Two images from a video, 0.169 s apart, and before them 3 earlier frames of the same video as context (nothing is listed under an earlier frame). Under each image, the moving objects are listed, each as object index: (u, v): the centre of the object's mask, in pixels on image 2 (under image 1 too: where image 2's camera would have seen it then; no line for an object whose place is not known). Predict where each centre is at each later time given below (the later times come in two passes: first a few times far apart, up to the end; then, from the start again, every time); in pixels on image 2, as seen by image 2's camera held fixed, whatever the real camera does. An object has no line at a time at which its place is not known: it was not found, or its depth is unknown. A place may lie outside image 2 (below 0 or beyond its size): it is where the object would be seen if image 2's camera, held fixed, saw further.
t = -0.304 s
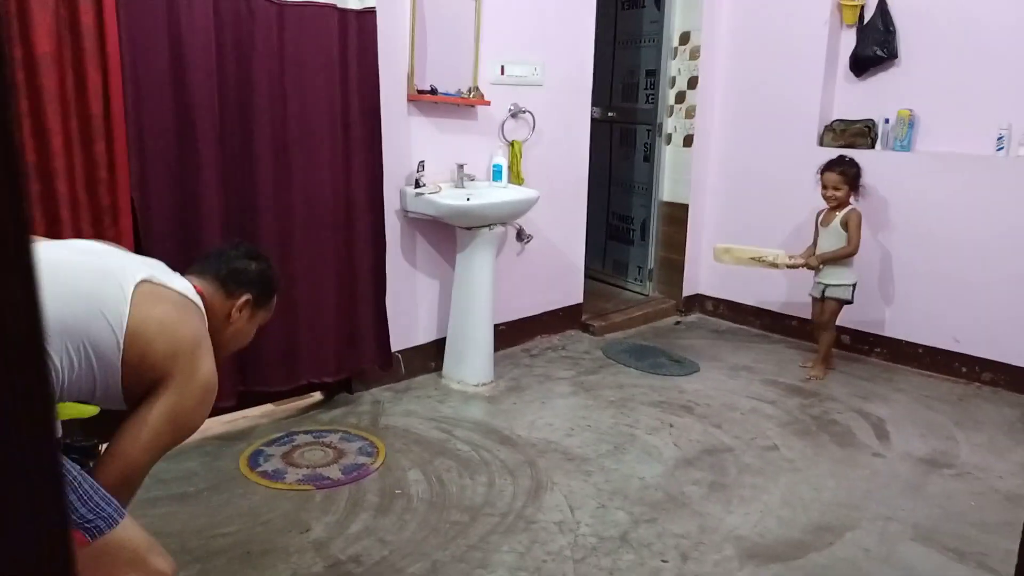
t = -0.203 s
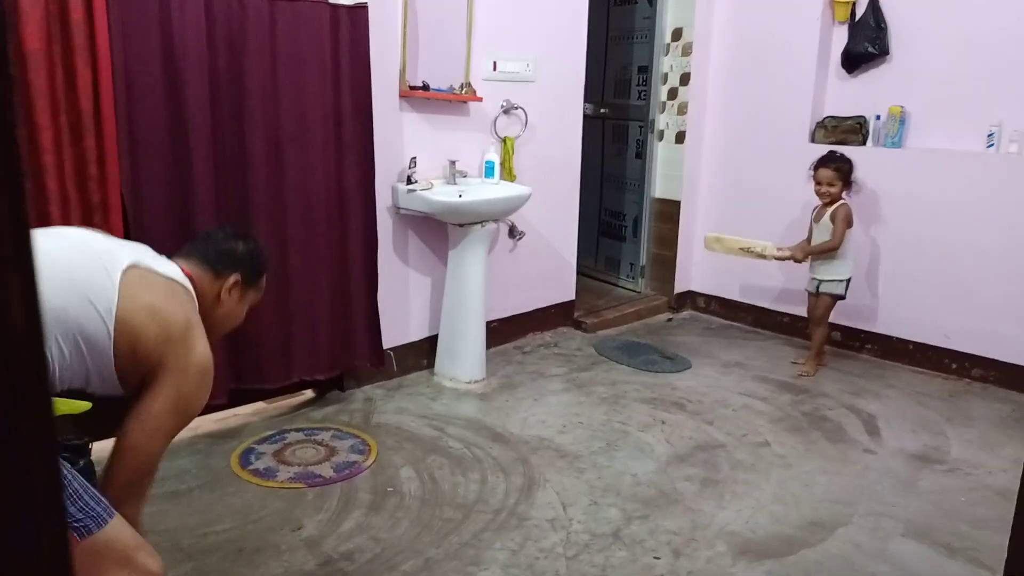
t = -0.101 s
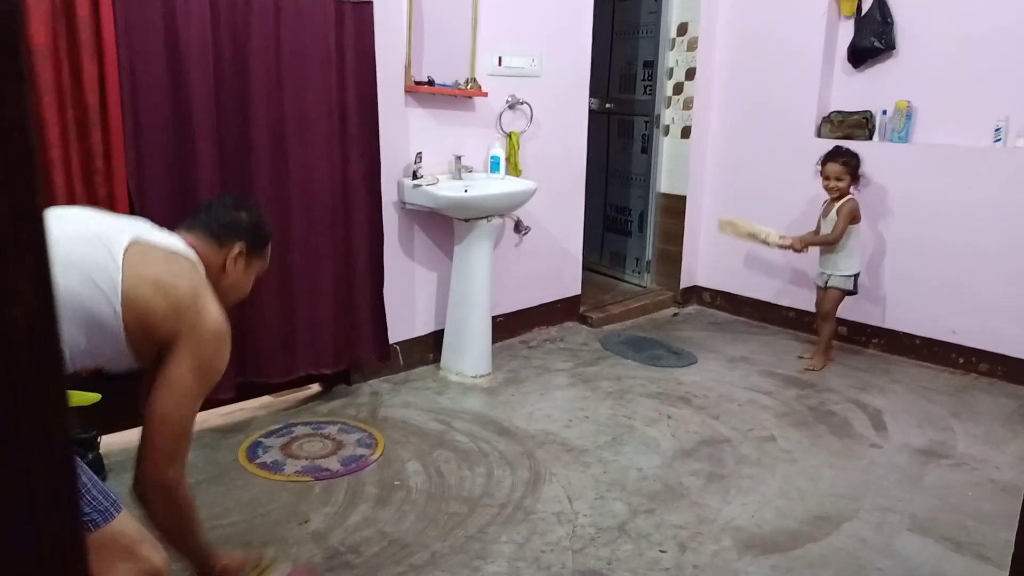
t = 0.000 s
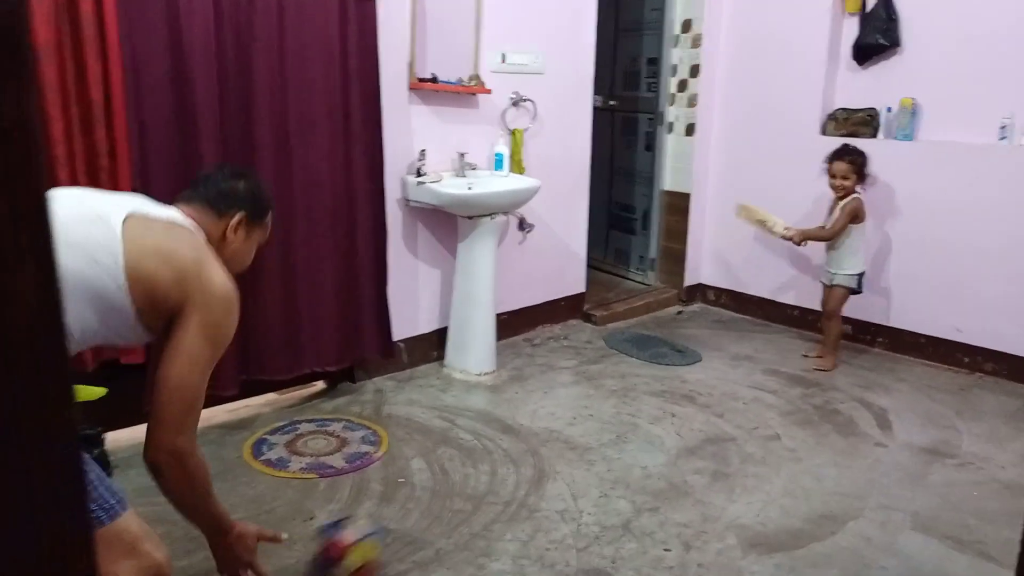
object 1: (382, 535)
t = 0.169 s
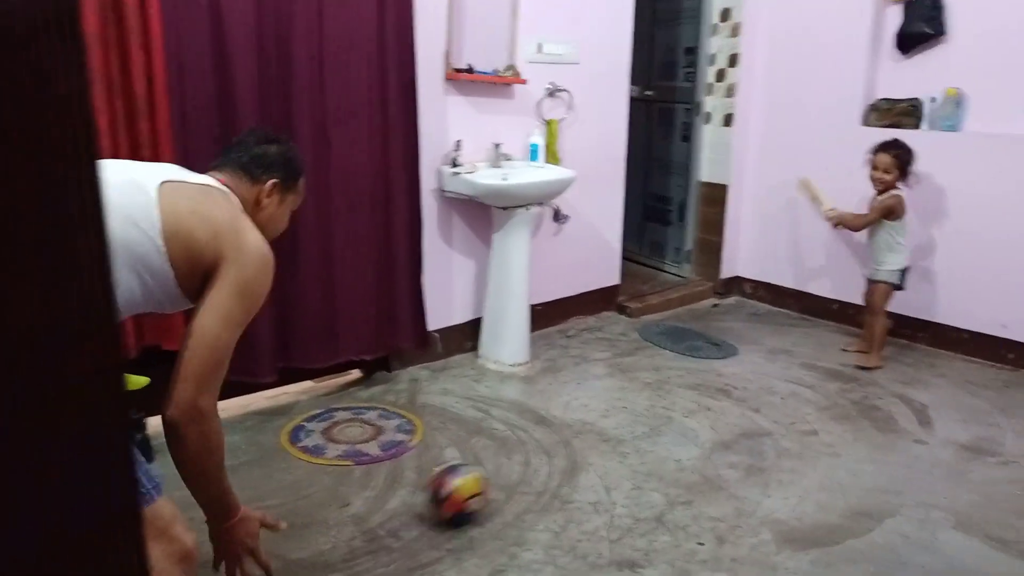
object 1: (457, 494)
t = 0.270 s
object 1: (492, 468)
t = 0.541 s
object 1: (561, 421)
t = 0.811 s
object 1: (612, 385)
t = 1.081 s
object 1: (651, 356)
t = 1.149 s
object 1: (659, 347)
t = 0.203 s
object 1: (470, 487)
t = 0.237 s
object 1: (481, 475)
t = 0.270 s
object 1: (492, 468)
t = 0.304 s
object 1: (502, 462)
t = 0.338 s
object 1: (510, 459)
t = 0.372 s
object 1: (521, 450)
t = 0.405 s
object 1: (529, 442)
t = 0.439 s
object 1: (537, 437)
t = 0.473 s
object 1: (546, 434)
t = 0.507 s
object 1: (553, 427)
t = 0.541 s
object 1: (561, 421)
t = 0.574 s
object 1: (569, 417)
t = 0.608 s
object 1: (576, 410)
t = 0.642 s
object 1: (582, 405)
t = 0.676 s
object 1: (589, 402)
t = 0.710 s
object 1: (595, 396)
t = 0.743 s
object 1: (601, 392)
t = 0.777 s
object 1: (606, 388)
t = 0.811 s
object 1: (612, 385)
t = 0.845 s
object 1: (618, 380)
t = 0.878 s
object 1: (623, 377)
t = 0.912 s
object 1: (629, 372)
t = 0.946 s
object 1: (634, 368)
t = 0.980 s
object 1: (639, 366)
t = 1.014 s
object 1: (644, 360)
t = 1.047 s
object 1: (647, 358)
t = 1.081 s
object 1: (651, 356)
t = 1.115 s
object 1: (655, 351)
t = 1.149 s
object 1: (659, 347)
